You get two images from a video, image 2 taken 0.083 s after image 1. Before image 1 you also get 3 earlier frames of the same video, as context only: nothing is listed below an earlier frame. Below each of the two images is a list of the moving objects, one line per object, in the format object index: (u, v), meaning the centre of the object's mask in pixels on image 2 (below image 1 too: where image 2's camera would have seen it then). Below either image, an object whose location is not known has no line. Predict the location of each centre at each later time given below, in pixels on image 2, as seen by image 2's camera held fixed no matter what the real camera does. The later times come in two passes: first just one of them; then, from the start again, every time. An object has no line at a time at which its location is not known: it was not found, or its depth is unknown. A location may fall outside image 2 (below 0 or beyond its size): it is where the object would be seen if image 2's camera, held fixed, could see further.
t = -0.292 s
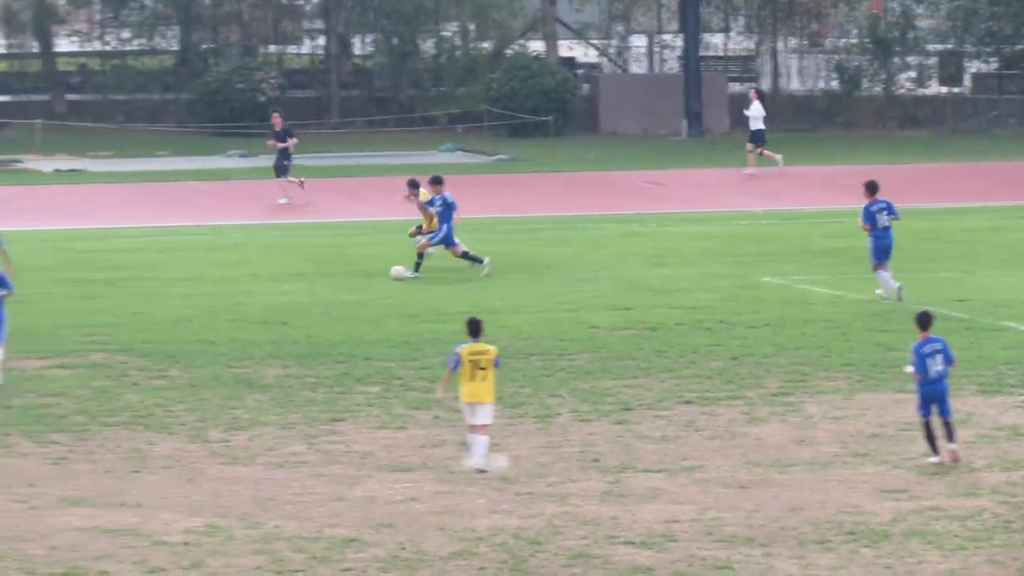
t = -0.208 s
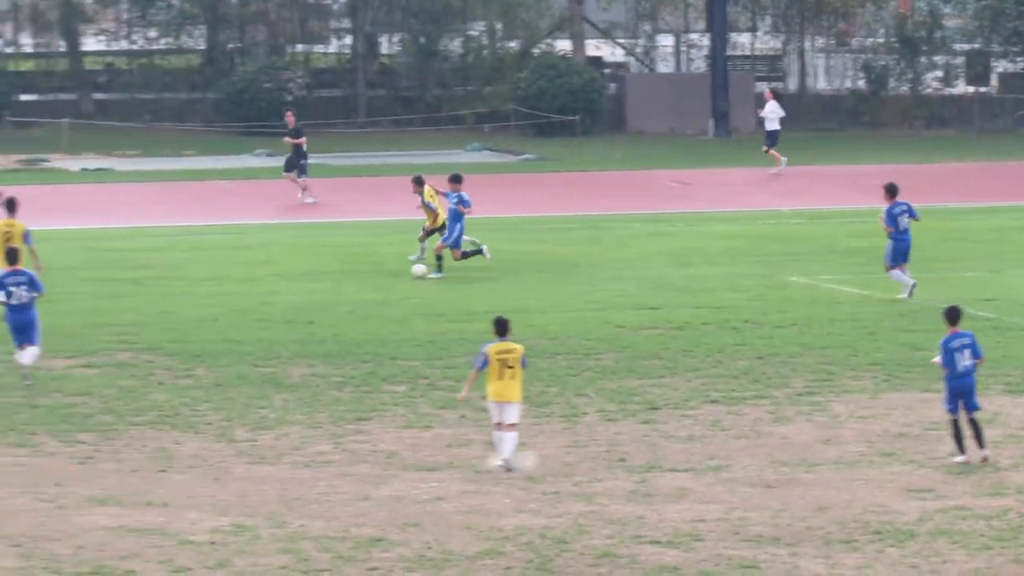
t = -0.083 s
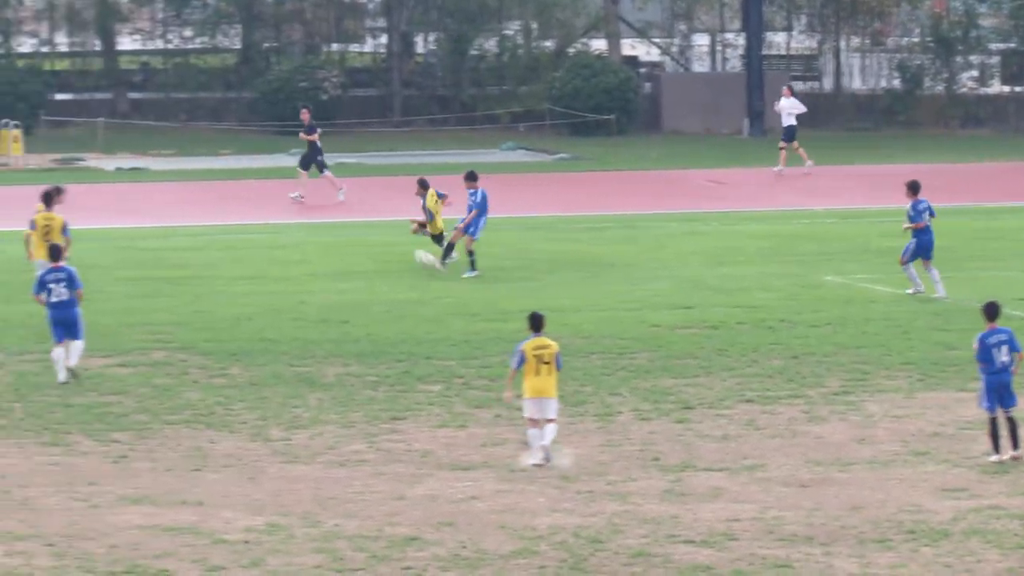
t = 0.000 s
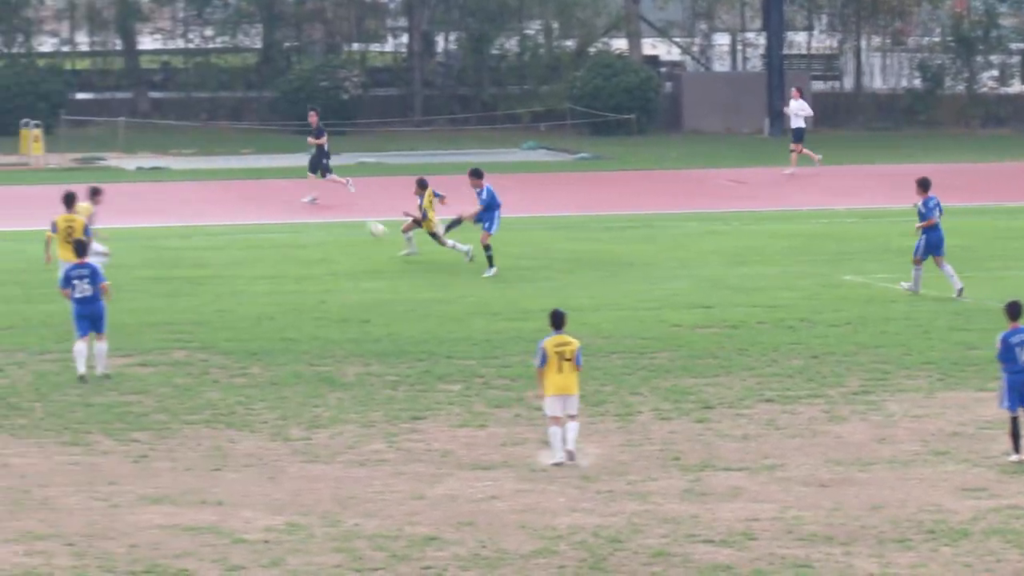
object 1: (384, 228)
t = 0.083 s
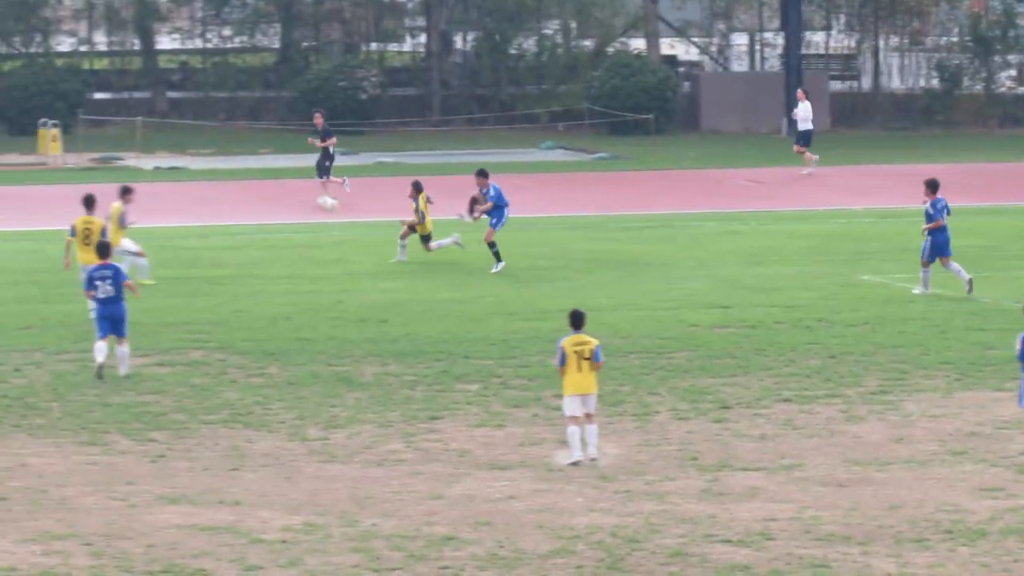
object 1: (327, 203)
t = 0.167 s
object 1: (273, 182)
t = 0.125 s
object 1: (300, 192)
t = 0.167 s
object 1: (273, 182)
